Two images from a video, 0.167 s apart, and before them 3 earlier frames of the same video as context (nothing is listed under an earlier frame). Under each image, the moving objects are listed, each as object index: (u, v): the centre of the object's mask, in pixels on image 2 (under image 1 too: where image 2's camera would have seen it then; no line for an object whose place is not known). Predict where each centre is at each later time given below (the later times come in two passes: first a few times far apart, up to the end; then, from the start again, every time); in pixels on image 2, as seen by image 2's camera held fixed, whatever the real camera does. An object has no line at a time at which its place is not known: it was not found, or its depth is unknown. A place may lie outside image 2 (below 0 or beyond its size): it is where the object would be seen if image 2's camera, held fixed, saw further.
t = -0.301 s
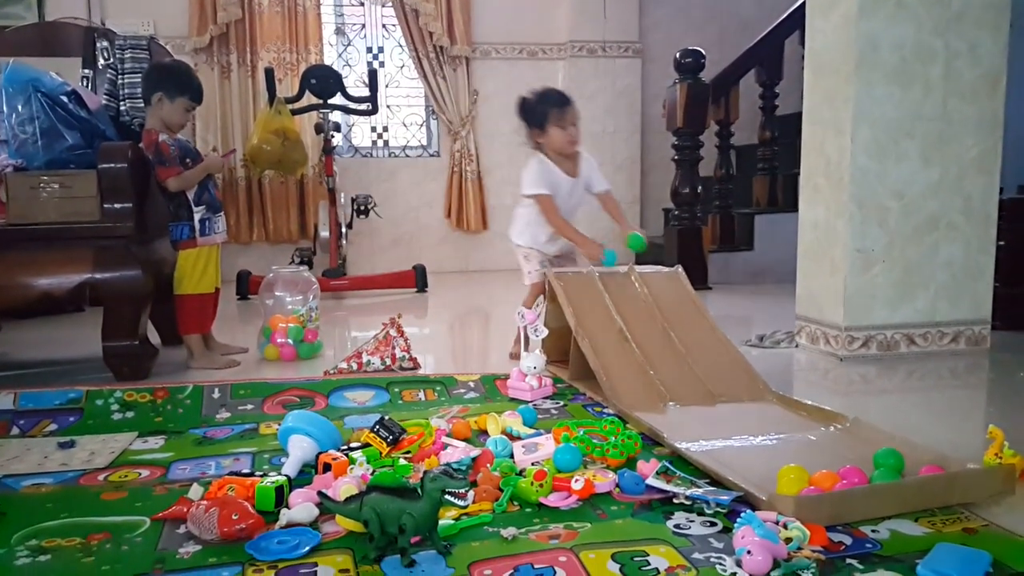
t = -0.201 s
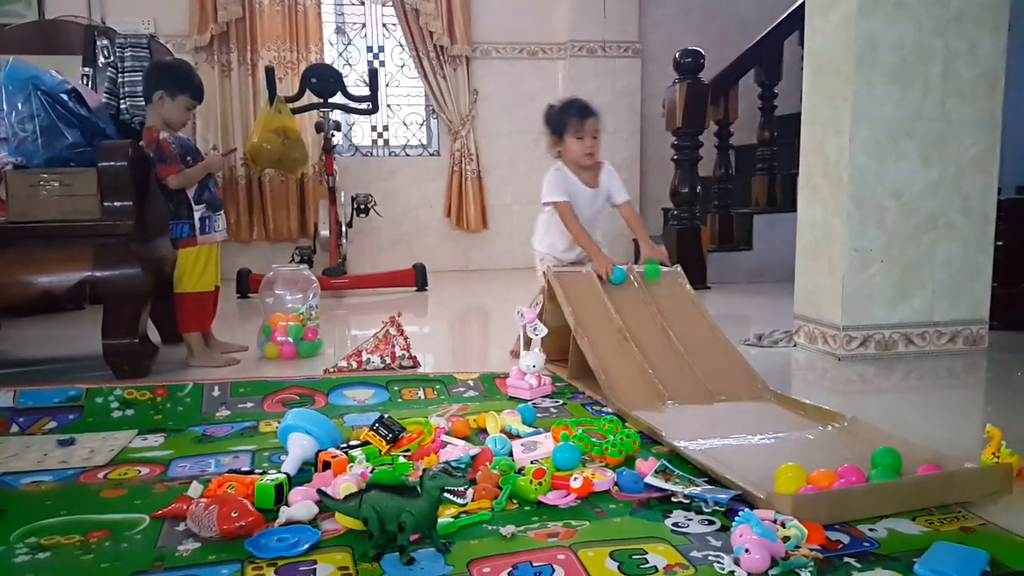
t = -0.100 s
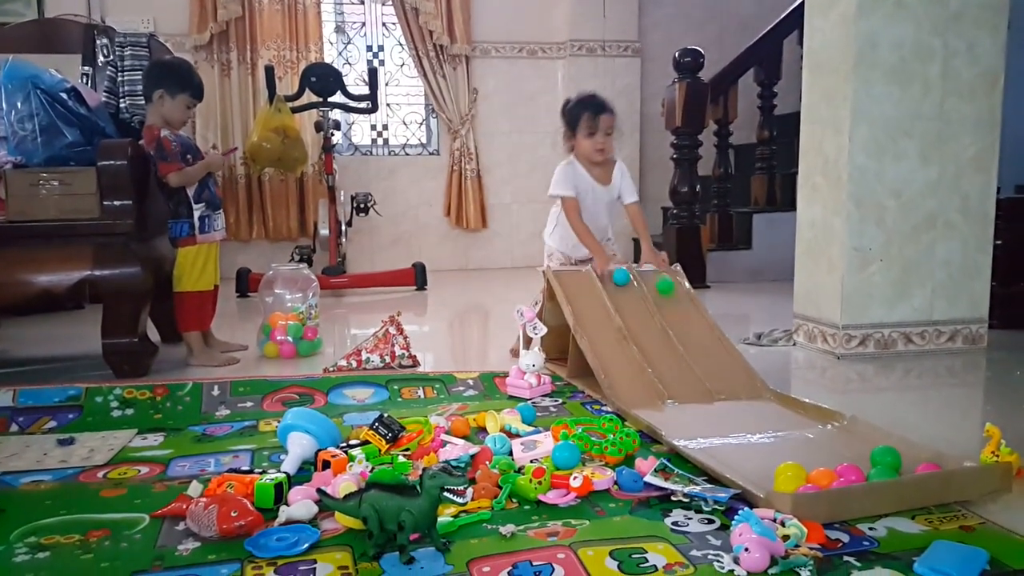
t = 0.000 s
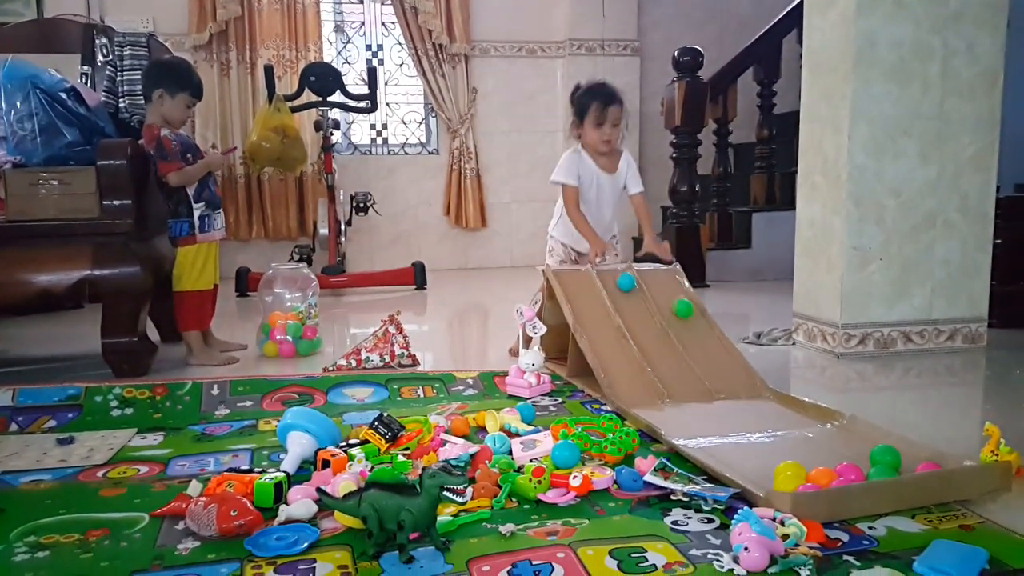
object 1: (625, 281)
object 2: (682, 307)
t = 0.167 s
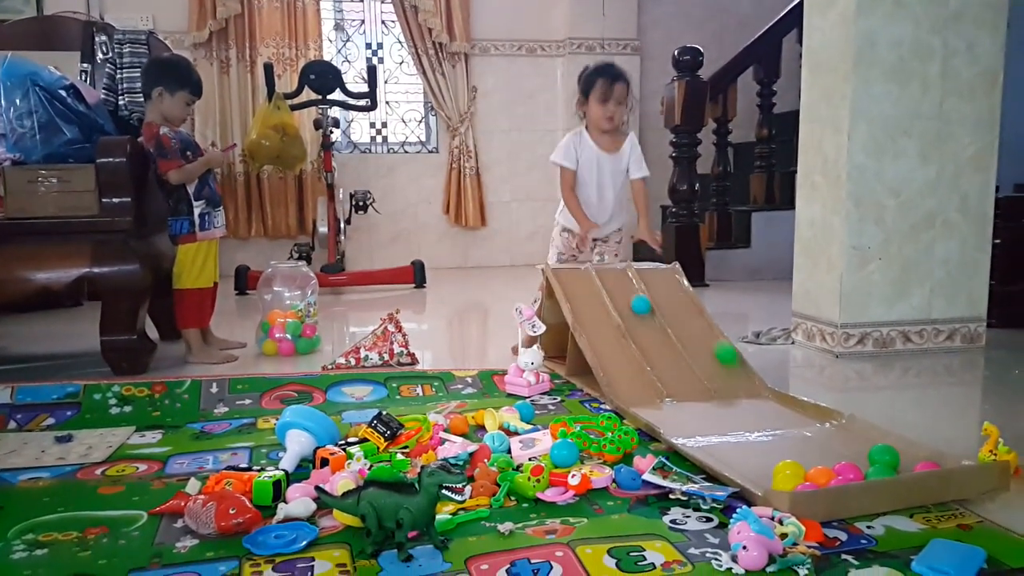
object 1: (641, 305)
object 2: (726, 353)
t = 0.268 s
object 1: (655, 328)
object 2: (759, 387)
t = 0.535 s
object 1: (717, 402)
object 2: (844, 418)
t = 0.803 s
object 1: (809, 451)
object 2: (938, 455)
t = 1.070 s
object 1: (875, 466)
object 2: (973, 461)
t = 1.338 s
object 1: (879, 468)
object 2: (953, 461)
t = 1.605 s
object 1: (877, 469)
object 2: (950, 461)
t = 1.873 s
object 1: (875, 468)
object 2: (943, 460)
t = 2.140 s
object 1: (879, 468)
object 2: (938, 460)
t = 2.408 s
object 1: (879, 469)
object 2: (938, 461)
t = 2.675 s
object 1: (880, 468)
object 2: (939, 460)
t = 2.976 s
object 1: (880, 468)
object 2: (939, 461)
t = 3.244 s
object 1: (879, 468)
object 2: (938, 460)
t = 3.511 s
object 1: (879, 468)
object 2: (938, 460)
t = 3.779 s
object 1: (878, 468)
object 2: (938, 460)
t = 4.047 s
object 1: (879, 468)
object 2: (938, 460)
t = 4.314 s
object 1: (879, 468)
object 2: (939, 460)
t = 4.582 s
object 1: (879, 468)
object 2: (939, 460)
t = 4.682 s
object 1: (879, 468)
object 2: (939, 460)
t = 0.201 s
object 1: (645, 312)
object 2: (737, 365)
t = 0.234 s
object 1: (650, 320)
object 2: (748, 378)
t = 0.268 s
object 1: (655, 328)
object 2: (759, 387)
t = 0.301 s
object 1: (660, 336)
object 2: (771, 390)
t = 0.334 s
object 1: (667, 346)
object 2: (784, 396)
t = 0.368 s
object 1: (674, 357)
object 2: (793, 400)
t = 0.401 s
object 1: (681, 367)
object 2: (803, 406)
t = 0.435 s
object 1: (688, 381)
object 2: (814, 410)
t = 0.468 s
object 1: (698, 392)
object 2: (826, 414)
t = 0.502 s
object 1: (706, 396)
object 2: (834, 414)
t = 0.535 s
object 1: (717, 402)
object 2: (844, 418)
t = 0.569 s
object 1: (726, 407)
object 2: (854, 428)
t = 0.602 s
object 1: (738, 412)
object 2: (865, 435)
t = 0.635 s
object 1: (749, 419)
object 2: (875, 438)
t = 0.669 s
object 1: (759, 423)
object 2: (888, 441)
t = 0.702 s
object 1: (771, 430)
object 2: (903, 447)
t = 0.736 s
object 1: (784, 437)
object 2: (913, 451)
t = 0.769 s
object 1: (796, 444)
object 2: (924, 453)
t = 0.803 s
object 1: (809, 451)
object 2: (938, 455)
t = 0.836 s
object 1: (823, 455)
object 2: (948, 458)
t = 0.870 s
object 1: (835, 458)
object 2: (960, 459)
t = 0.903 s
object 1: (845, 457)
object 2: (971, 460)
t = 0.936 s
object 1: (853, 459)
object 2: (977, 461)
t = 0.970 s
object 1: (861, 461)
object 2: (976, 461)
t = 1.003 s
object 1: (866, 462)
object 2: (974, 461)
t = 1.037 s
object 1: (870, 464)
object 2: (974, 461)
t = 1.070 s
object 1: (875, 466)
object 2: (973, 461)
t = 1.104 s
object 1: (878, 467)
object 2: (971, 461)
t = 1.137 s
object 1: (879, 467)
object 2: (969, 461)
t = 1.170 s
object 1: (879, 468)
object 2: (966, 460)
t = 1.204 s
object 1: (880, 468)
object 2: (962, 461)
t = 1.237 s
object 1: (880, 469)
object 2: (961, 461)
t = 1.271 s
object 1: (880, 468)
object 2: (959, 461)
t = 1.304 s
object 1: (880, 468)
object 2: (956, 461)
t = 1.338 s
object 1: (879, 468)
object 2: (953, 461)
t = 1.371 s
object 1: (879, 468)
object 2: (951, 461)
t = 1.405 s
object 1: (879, 468)
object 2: (951, 461)
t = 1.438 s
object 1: (879, 469)
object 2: (951, 461)
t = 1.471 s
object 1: (878, 468)
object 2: (950, 461)
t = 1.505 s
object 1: (878, 468)
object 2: (950, 461)
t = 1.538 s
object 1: (877, 469)
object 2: (950, 461)
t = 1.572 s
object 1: (877, 469)
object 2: (950, 461)
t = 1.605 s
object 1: (877, 469)
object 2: (950, 461)
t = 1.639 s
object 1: (876, 469)
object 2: (948, 461)
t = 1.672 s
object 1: (876, 468)
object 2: (948, 461)
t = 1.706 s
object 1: (876, 469)
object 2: (947, 461)
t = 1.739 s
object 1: (876, 468)
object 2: (946, 461)
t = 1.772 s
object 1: (876, 468)
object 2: (946, 461)
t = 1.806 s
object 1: (876, 468)
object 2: (945, 461)
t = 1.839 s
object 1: (875, 468)
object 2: (944, 461)
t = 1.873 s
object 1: (875, 468)
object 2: (943, 460)
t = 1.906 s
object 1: (876, 468)
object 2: (942, 460)
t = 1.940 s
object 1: (876, 468)
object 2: (940, 461)
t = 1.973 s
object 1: (877, 468)
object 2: (939, 460)
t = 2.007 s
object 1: (878, 468)
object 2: (939, 461)
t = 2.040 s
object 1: (878, 468)
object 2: (939, 461)
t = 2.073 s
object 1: (878, 468)
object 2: (939, 461)
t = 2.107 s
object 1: (878, 468)
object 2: (939, 461)
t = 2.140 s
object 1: (879, 468)
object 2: (938, 460)
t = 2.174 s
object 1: (879, 468)
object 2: (938, 460)
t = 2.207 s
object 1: (879, 468)
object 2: (938, 460)
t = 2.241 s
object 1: (879, 468)
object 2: (938, 460)
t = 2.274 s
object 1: (879, 468)
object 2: (938, 460)
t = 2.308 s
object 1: (880, 468)
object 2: (938, 461)
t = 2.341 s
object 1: (879, 468)
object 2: (938, 461)
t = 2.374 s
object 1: (880, 468)
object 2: (938, 461)
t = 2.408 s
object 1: (879, 469)
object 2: (938, 461)
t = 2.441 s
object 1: (879, 468)
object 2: (938, 461)
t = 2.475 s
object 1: (879, 468)
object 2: (938, 461)
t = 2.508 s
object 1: (880, 468)
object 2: (938, 461)
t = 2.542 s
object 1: (879, 468)
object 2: (938, 461)
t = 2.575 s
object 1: (879, 468)
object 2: (938, 461)
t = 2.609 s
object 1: (880, 468)
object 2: (938, 461)
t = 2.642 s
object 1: (880, 468)
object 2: (939, 460)
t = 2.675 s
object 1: (880, 468)
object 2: (939, 460)
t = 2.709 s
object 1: (880, 468)
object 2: (939, 460)
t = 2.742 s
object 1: (880, 468)
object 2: (939, 460)
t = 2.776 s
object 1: (879, 468)
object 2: (938, 461)
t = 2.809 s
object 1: (879, 468)
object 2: (938, 460)
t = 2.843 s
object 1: (879, 468)
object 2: (938, 460)
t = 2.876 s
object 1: (879, 468)
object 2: (938, 460)
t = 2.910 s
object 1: (879, 468)
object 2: (938, 461)
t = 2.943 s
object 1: (880, 468)
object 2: (939, 460)
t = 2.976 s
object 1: (880, 468)
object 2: (939, 461)
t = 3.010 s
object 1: (880, 468)
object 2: (939, 461)
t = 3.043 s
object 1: (880, 468)
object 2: (939, 461)
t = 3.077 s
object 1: (880, 468)
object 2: (938, 461)
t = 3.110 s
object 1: (879, 468)
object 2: (938, 460)
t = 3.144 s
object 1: (879, 468)
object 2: (938, 460)
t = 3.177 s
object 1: (879, 468)
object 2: (938, 460)
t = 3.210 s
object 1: (879, 468)
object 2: (938, 460)
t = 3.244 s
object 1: (879, 468)
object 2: (938, 460)
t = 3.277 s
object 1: (879, 468)
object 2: (938, 460)
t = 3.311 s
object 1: (879, 468)
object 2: (938, 461)
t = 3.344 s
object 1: (879, 468)
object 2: (938, 461)
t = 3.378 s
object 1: (879, 468)
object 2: (938, 461)
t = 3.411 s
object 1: (879, 468)
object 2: (938, 461)
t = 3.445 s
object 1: (879, 468)
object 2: (938, 461)
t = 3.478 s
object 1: (879, 468)
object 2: (938, 460)
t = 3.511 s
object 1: (879, 468)
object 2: (938, 460)
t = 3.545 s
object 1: (879, 468)
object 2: (938, 461)
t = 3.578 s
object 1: (879, 468)
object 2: (938, 460)
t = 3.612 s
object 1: (879, 468)
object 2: (938, 460)
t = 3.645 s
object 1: (879, 468)
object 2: (939, 460)
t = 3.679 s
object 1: (879, 468)
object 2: (939, 460)
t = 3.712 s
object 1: (879, 468)
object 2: (939, 460)
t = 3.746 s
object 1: (879, 468)
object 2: (939, 460)
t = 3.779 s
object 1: (878, 468)
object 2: (938, 460)
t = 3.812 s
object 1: (879, 468)
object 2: (937, 460)
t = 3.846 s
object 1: (879, 468)
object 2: (938, 460)
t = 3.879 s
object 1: (879, 468)
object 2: (939, 460)
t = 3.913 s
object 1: (879, 468)
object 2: (939, 460)
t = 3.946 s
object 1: (880, 468)
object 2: (939, 460)
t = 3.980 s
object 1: (879, 468)
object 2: (939, 460)
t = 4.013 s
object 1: (879, 468)
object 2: (938, 460)
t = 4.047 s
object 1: (879, 468)
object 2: (938, 460)
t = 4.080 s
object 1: (879, 468)
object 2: (938, 460)
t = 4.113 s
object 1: (879, 468)
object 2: (939, 460)
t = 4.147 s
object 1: (879, 468)
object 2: (939, 460)
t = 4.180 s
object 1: (879, 468)
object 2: (939, 460)
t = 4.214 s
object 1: (880, 468)
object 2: (939, 460)
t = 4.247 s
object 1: (879, 468)
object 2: (939, 460)
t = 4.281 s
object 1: (879, 468)
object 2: (939, 460)
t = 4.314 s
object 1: (879, 468)
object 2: (939, 460)
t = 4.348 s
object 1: (879, 468)
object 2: (938, 460)
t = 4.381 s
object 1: (879, 468)
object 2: (938, 460)
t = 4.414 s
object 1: (879, 468)
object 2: (939, 460)
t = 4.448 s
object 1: (879, 468)
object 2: (939, 461)
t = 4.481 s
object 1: (879, 468)
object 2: (939, 460)
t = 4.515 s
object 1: (879, 468)
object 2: (939, 460)
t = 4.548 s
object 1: (879, 468)
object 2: (939, 460)
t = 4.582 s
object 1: (879, 468)
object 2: (939, 460)
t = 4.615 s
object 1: (879, 468)
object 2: (939, 460)
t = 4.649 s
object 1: (879, 468)
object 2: (939, 460)
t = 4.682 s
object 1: (879, 468)
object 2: (939, 460)
